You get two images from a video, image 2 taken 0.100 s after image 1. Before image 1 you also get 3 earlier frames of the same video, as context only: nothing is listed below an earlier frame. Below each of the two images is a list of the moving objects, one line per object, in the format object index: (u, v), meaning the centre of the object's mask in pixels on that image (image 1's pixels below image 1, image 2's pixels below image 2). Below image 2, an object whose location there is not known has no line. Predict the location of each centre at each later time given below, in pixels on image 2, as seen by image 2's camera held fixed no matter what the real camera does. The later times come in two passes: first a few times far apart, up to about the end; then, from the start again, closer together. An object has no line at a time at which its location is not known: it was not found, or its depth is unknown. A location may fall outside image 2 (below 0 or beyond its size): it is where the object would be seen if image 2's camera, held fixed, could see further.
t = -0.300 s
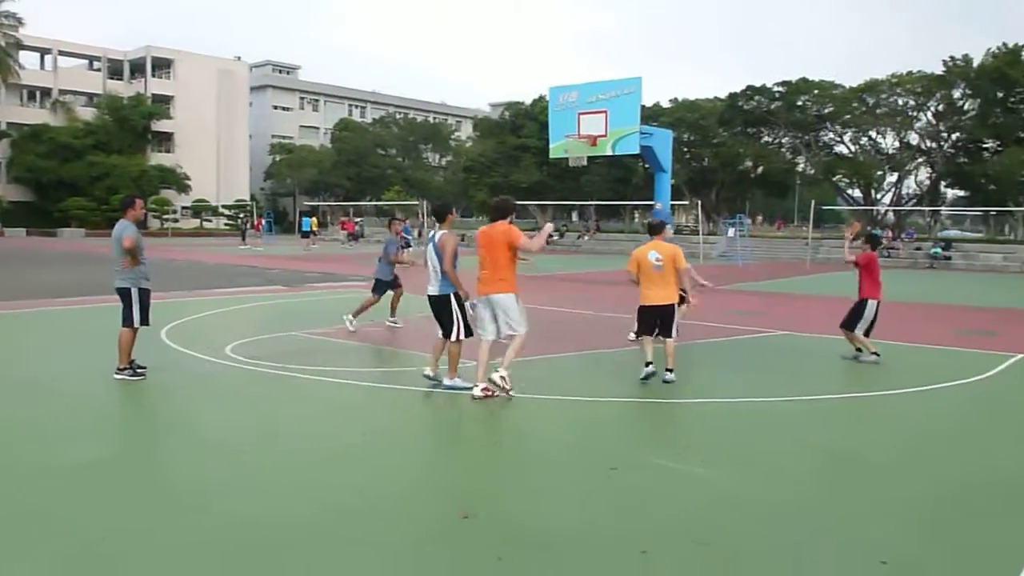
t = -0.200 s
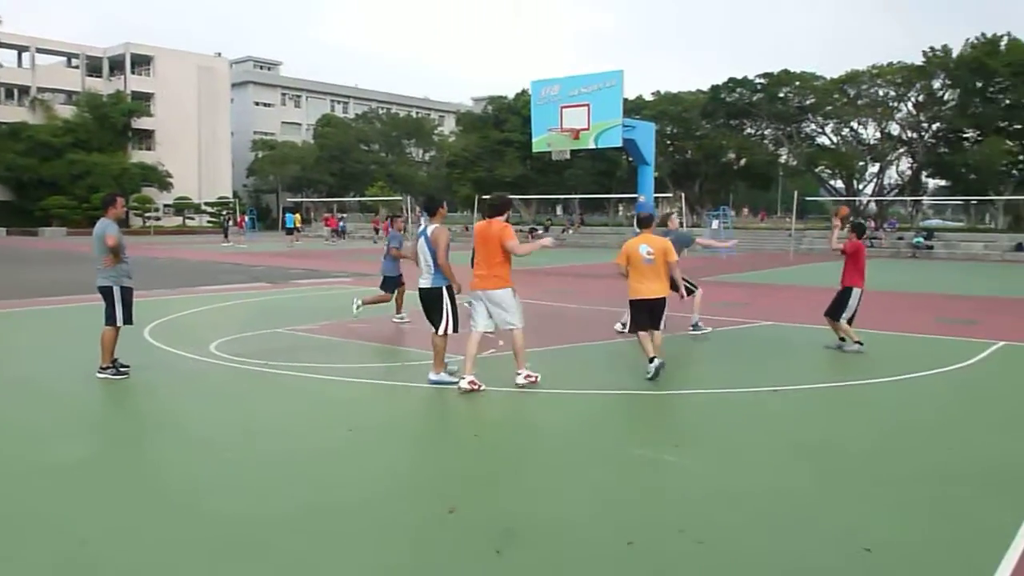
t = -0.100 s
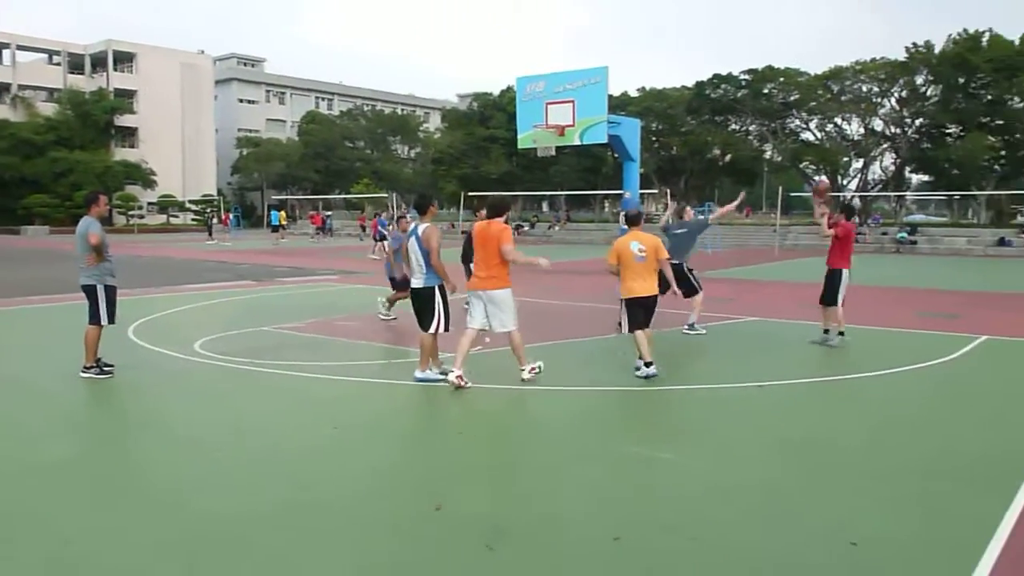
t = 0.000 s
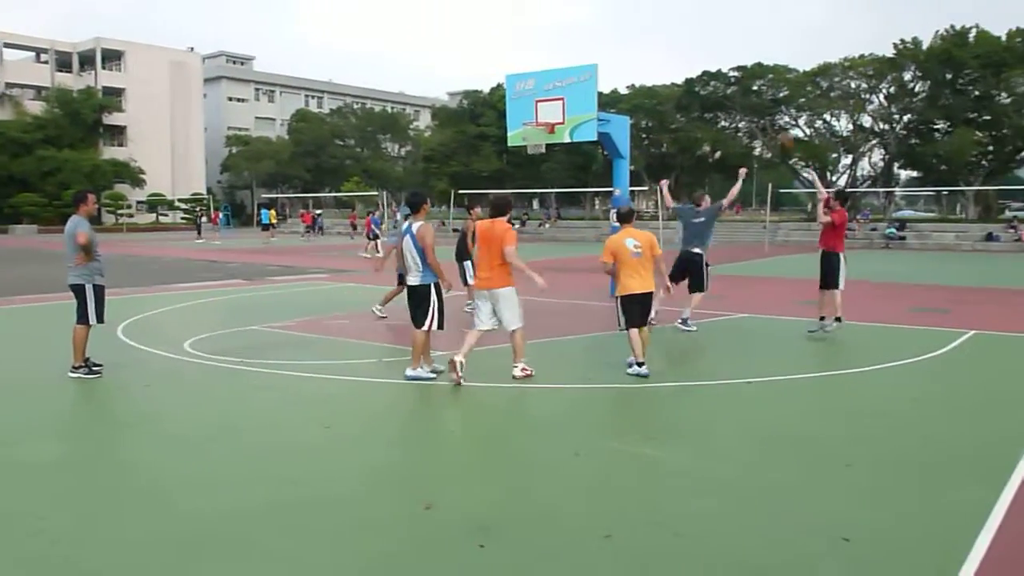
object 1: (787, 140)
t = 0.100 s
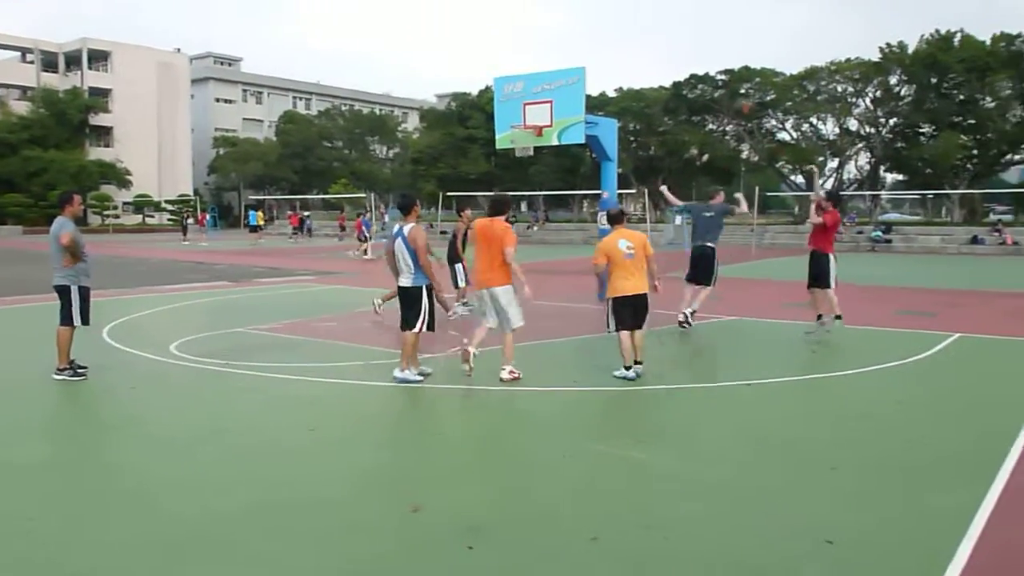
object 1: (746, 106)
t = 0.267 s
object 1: (698, 66)
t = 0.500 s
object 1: (640, 45)
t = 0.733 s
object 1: (587, 61)
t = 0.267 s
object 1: (698, 66)
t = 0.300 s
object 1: (689, 61)
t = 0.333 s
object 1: (680, 56)
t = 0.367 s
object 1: (671, 52)
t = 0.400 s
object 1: (664, 49)
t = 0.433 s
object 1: (656, 47)
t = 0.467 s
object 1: (647, 46)
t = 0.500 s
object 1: (640, 45)
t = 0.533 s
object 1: (631, 45)
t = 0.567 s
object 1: (624, 46)
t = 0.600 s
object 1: (616, 48)
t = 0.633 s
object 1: (608, 50)
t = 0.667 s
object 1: (601, 53)
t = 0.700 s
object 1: (594, 57)
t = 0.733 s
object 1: (587, 61)
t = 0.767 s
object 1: (580, 66)
